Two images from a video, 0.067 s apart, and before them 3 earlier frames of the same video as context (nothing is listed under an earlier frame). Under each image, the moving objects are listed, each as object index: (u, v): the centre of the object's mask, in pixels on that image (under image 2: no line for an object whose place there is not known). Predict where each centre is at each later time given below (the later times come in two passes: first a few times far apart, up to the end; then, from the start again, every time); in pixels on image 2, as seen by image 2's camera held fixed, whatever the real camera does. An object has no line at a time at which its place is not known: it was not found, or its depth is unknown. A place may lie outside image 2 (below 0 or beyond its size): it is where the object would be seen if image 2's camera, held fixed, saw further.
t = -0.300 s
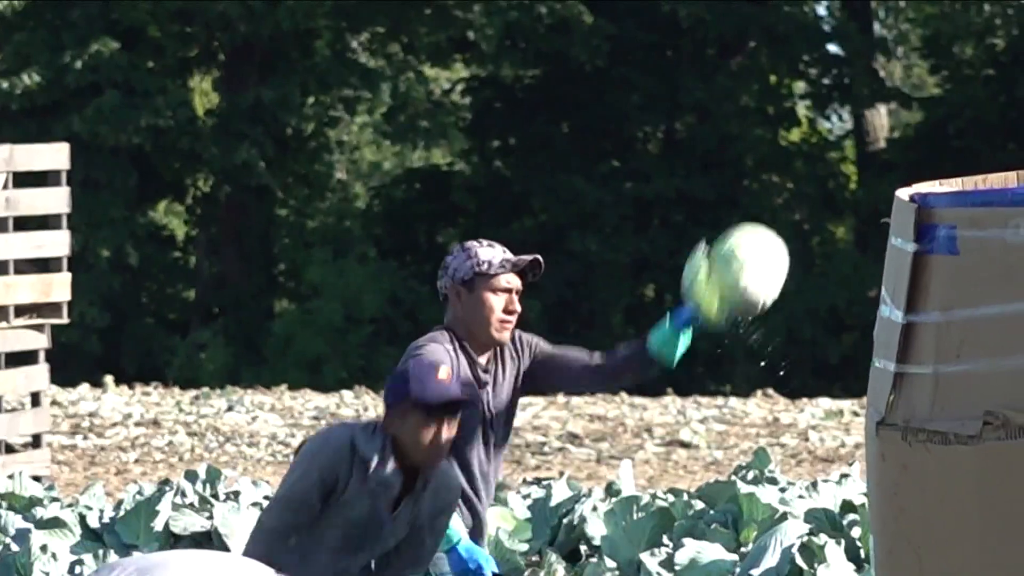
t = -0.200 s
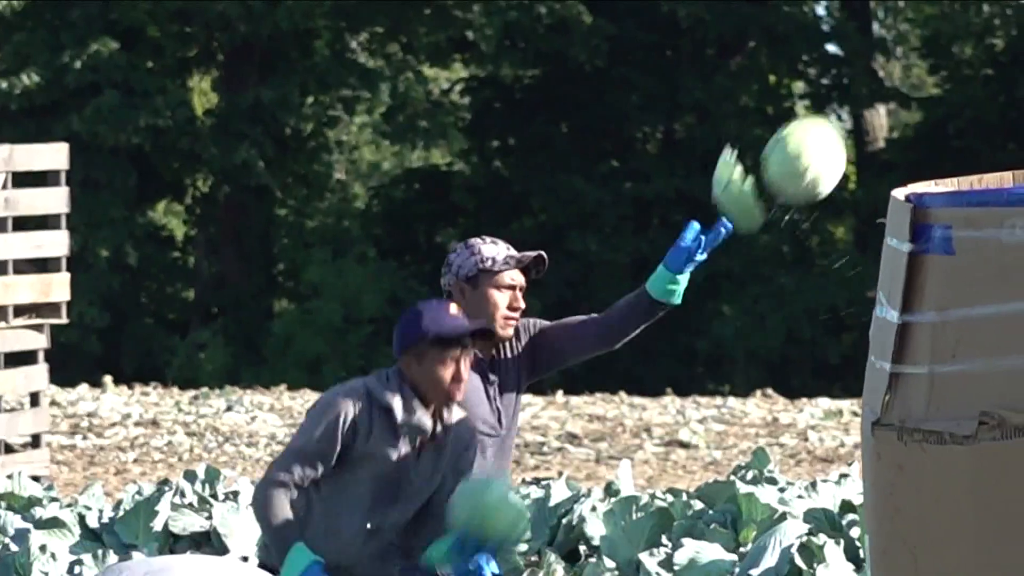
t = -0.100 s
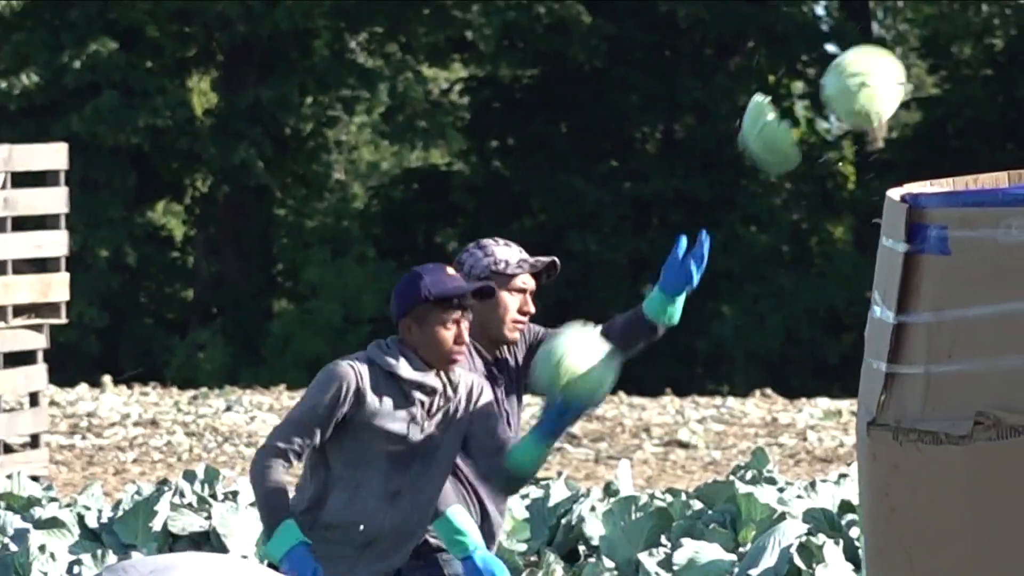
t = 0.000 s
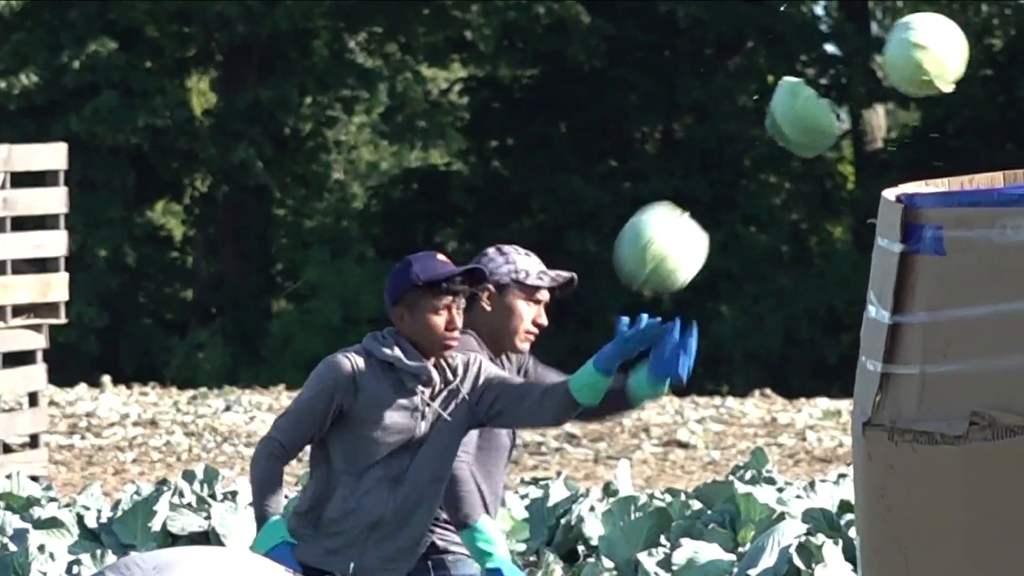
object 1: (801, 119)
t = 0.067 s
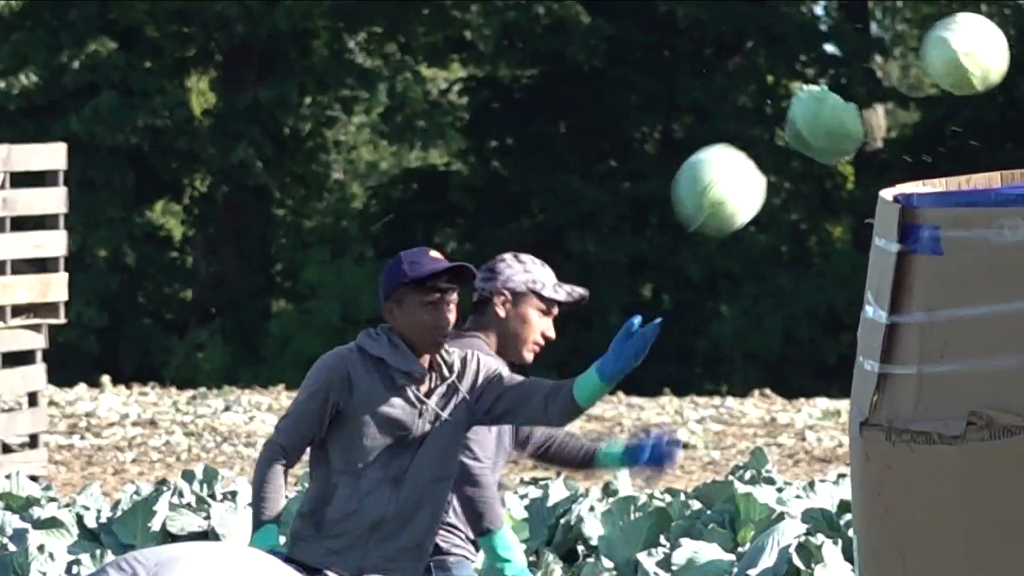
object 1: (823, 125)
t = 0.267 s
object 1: (854, 207)
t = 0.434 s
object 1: (818, 322)
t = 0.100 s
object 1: (833, 133)
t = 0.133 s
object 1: (850, 147)
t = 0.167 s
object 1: (866, 168)
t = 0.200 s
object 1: (865, 183)
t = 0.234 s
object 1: (871, 187)
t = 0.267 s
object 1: (854, 207)
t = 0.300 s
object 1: (853, 234)
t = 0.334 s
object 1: (851, 257)
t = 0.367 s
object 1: (845, 276)
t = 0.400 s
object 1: (835, 291)
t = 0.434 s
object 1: (818, 322)
